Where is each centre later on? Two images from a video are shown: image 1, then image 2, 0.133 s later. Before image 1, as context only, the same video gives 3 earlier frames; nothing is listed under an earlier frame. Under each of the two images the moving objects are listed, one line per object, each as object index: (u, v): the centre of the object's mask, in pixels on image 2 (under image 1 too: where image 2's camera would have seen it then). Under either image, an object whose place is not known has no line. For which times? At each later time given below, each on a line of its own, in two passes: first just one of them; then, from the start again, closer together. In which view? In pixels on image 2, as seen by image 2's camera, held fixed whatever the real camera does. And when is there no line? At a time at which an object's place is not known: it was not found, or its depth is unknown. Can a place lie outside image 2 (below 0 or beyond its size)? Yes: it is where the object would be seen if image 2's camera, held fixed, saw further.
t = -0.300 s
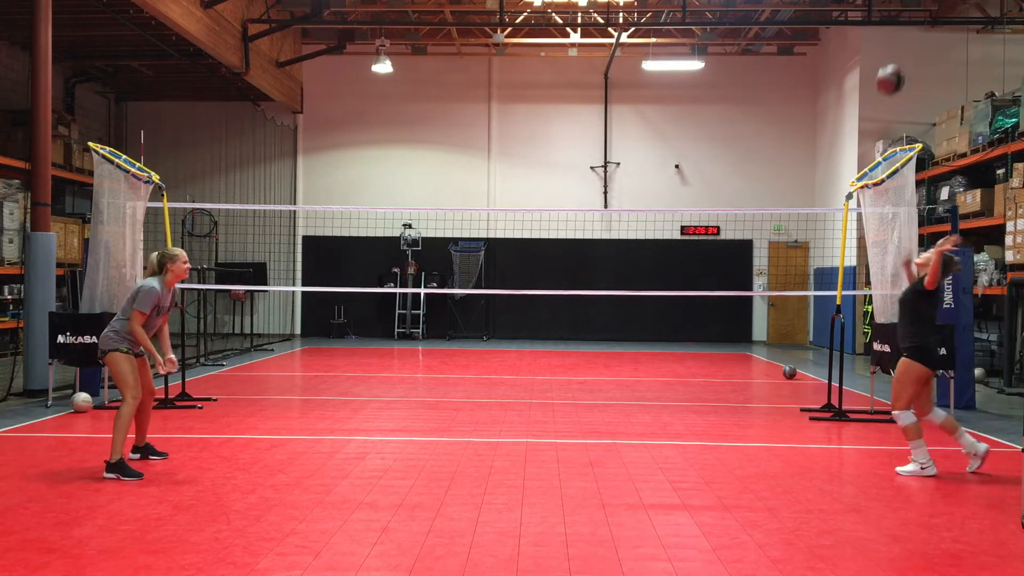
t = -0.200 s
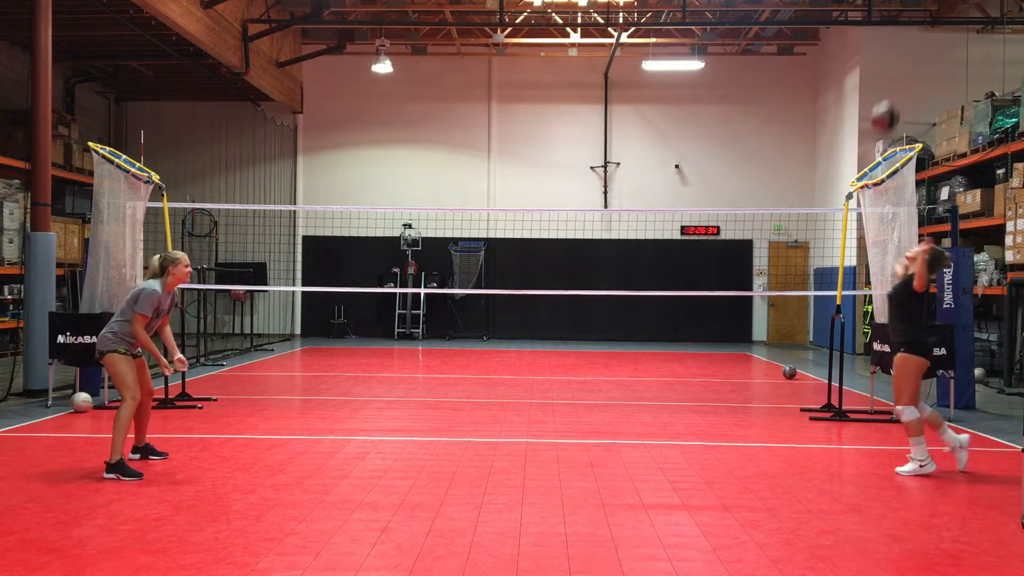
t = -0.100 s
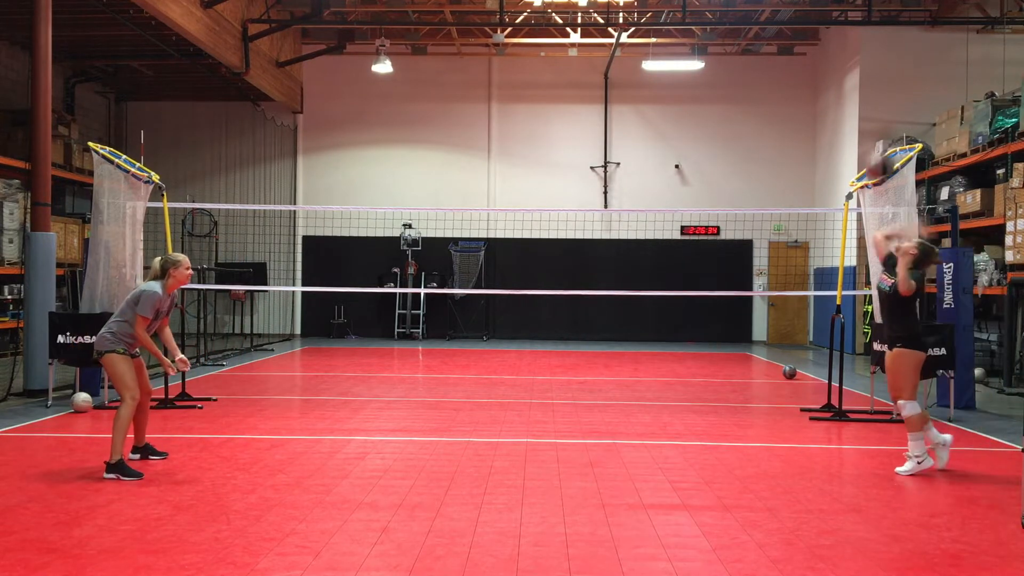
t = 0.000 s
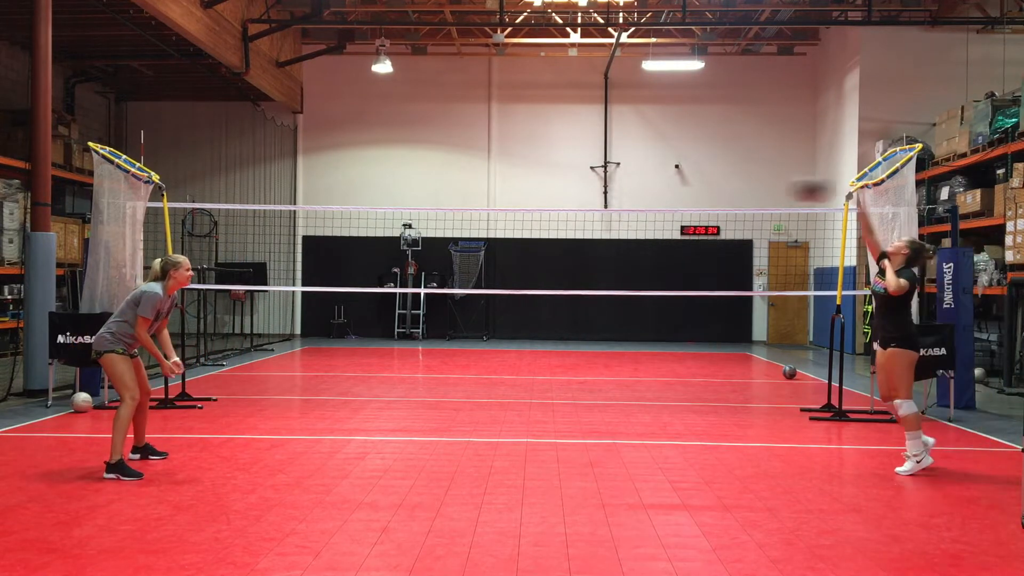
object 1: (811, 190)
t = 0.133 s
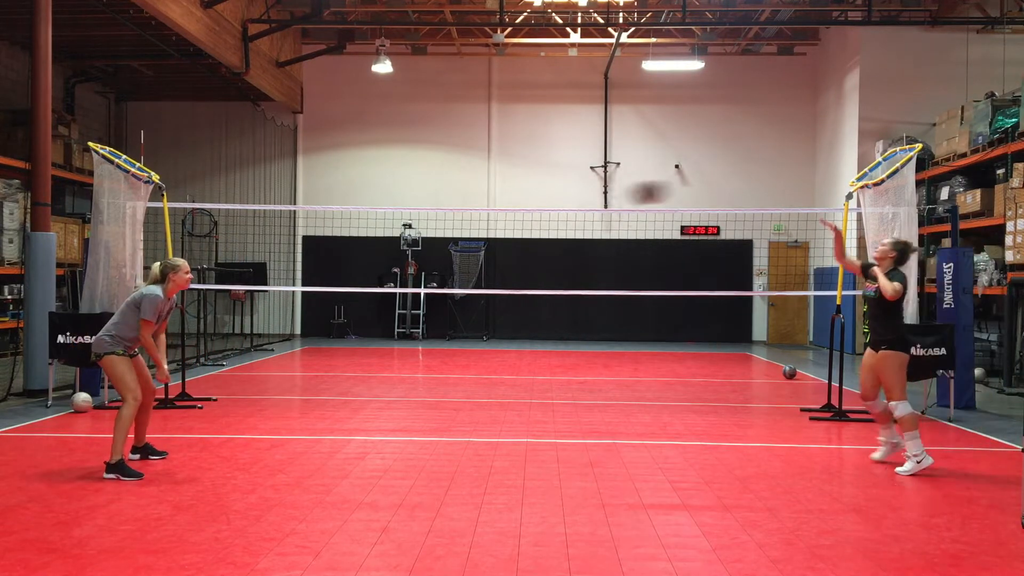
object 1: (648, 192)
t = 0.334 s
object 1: (407, 241)
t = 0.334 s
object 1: (407, 241)
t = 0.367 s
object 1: (370, 252)
